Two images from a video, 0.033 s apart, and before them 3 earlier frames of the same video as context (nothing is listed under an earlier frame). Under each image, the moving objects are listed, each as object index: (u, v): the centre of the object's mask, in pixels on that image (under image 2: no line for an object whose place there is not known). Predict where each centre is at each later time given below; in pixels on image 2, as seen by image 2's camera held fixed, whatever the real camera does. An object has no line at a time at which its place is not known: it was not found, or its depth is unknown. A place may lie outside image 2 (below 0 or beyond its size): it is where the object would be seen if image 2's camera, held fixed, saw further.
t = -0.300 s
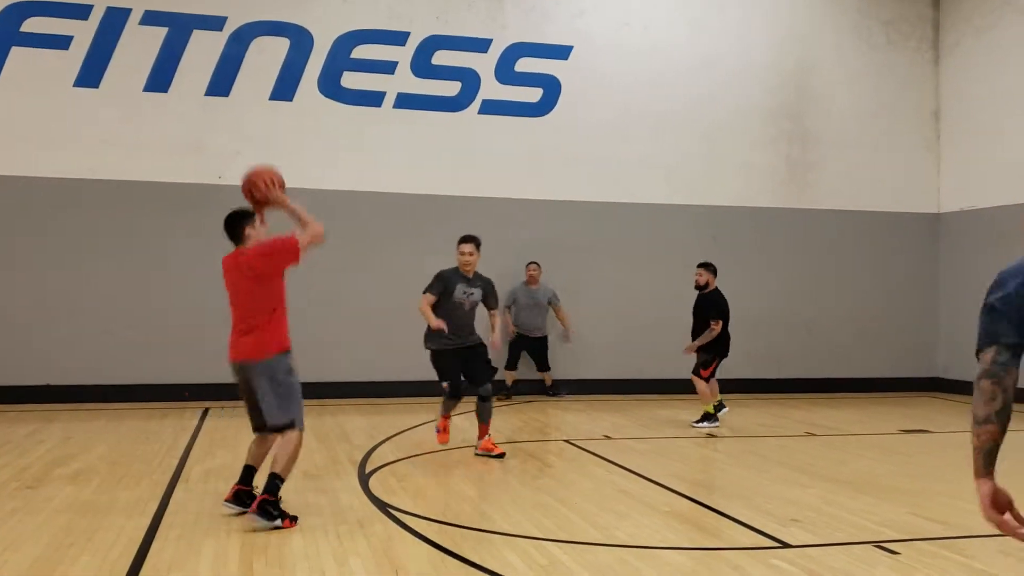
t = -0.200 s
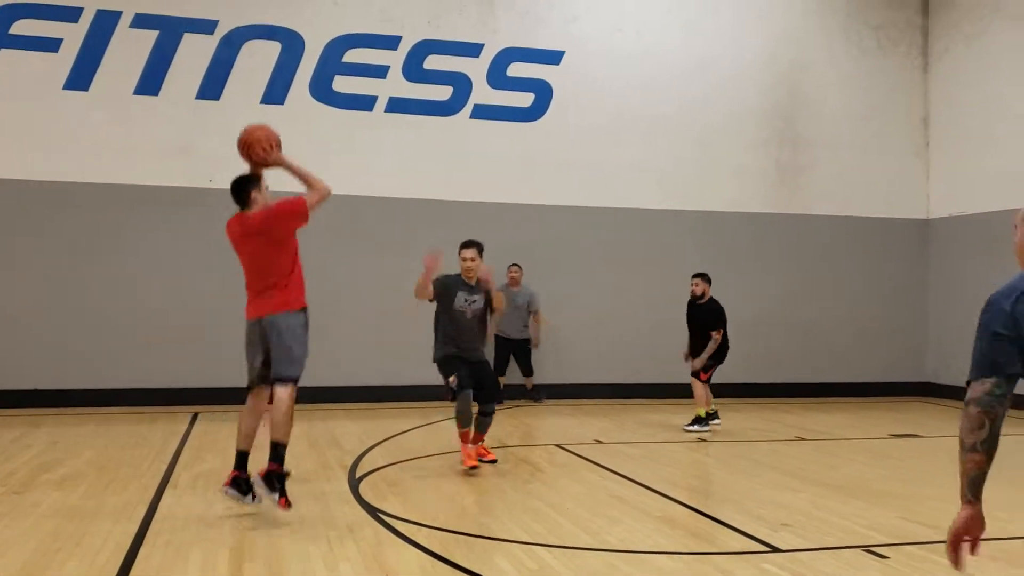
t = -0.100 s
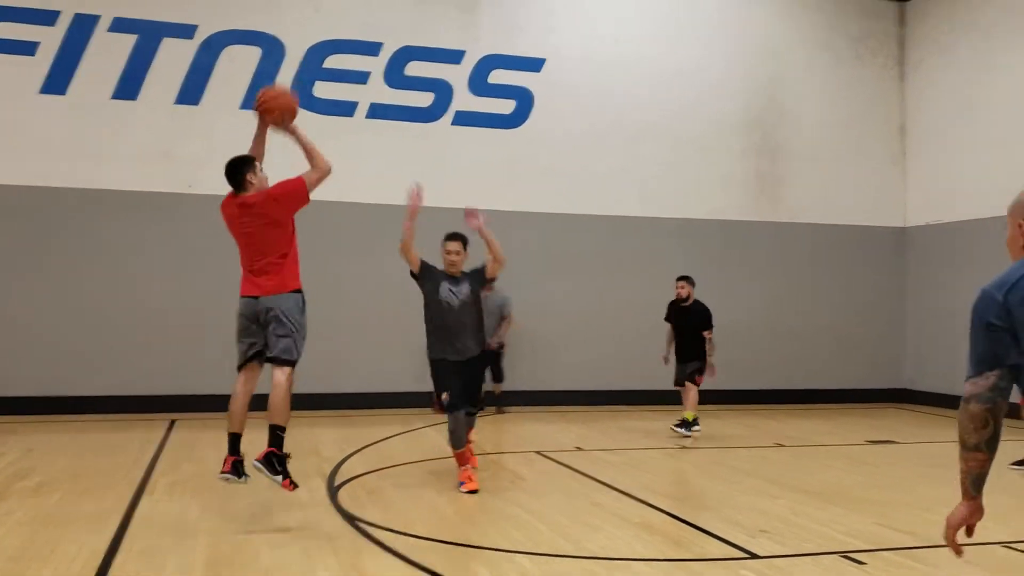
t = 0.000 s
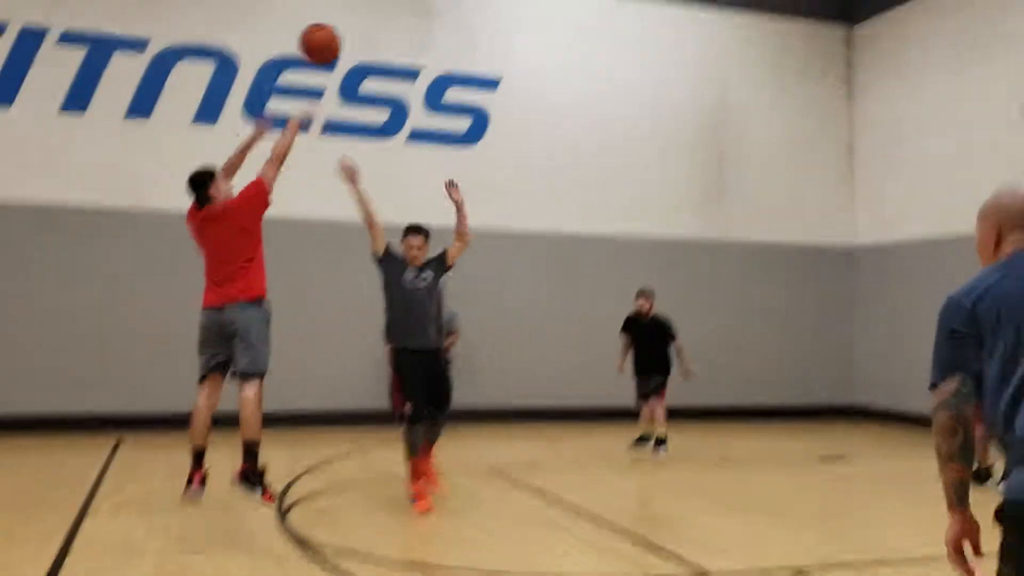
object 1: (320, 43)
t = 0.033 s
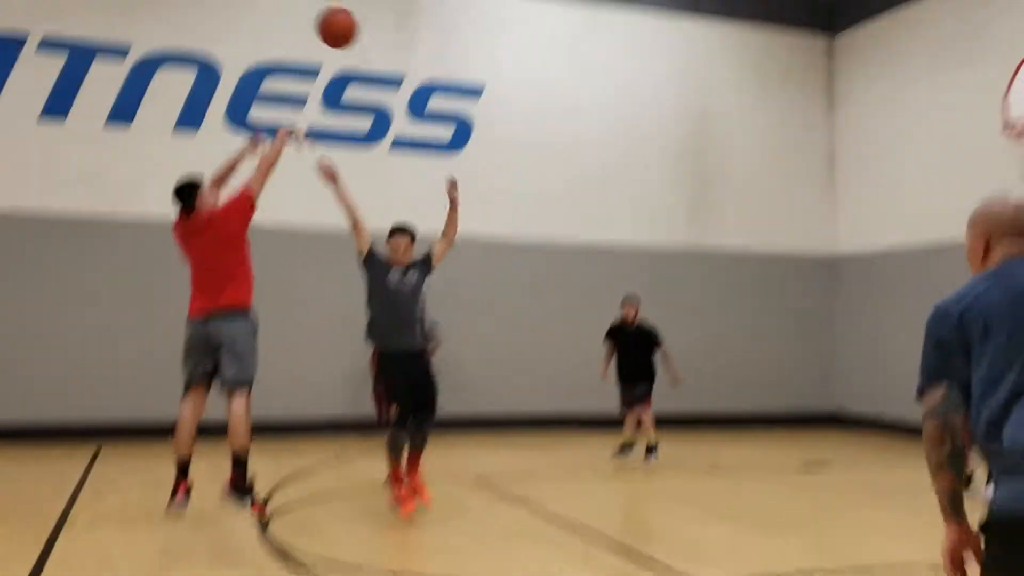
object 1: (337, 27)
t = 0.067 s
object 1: (371, 7)
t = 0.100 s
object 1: (402, -8)
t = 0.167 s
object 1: (465, -33)
